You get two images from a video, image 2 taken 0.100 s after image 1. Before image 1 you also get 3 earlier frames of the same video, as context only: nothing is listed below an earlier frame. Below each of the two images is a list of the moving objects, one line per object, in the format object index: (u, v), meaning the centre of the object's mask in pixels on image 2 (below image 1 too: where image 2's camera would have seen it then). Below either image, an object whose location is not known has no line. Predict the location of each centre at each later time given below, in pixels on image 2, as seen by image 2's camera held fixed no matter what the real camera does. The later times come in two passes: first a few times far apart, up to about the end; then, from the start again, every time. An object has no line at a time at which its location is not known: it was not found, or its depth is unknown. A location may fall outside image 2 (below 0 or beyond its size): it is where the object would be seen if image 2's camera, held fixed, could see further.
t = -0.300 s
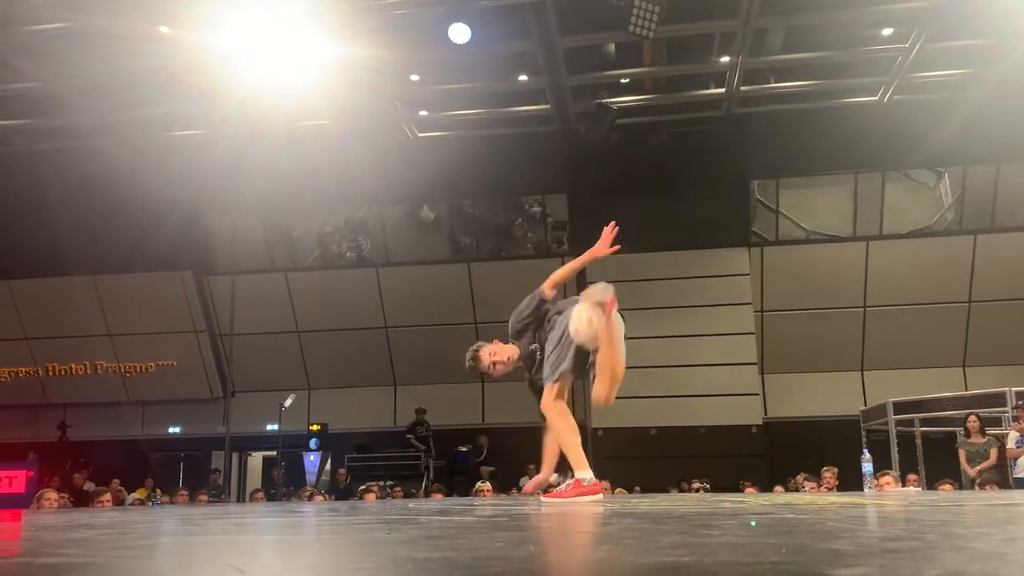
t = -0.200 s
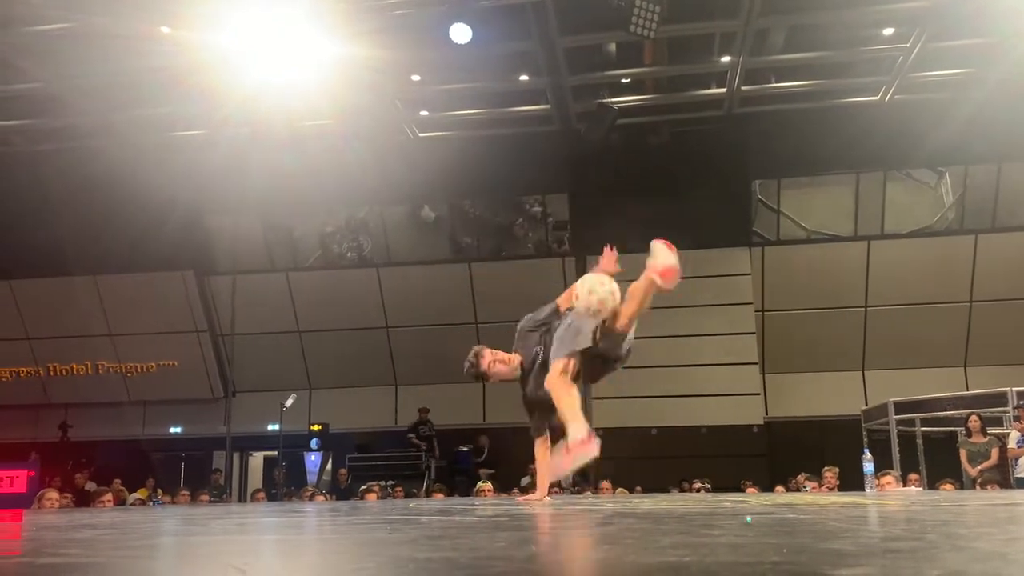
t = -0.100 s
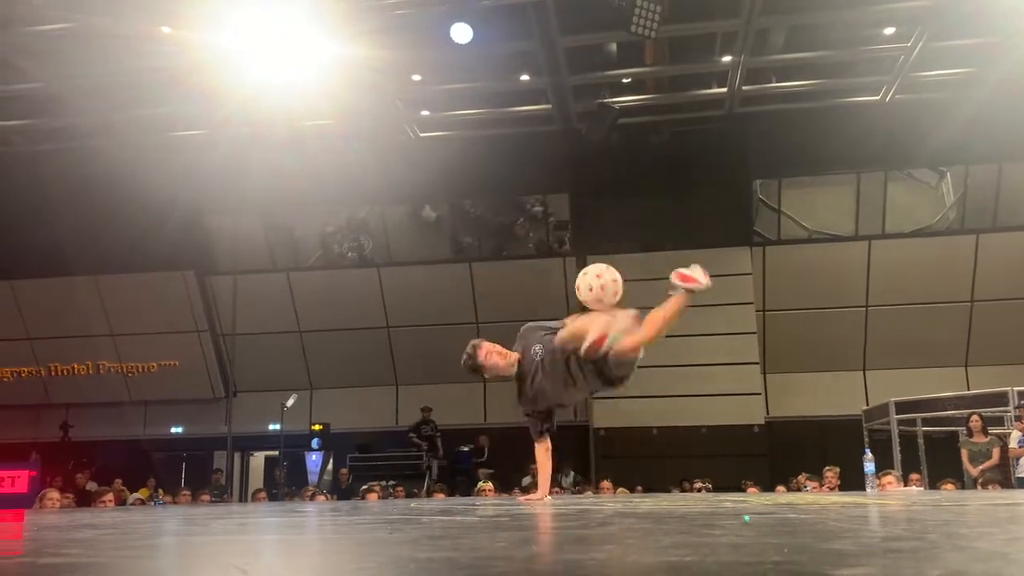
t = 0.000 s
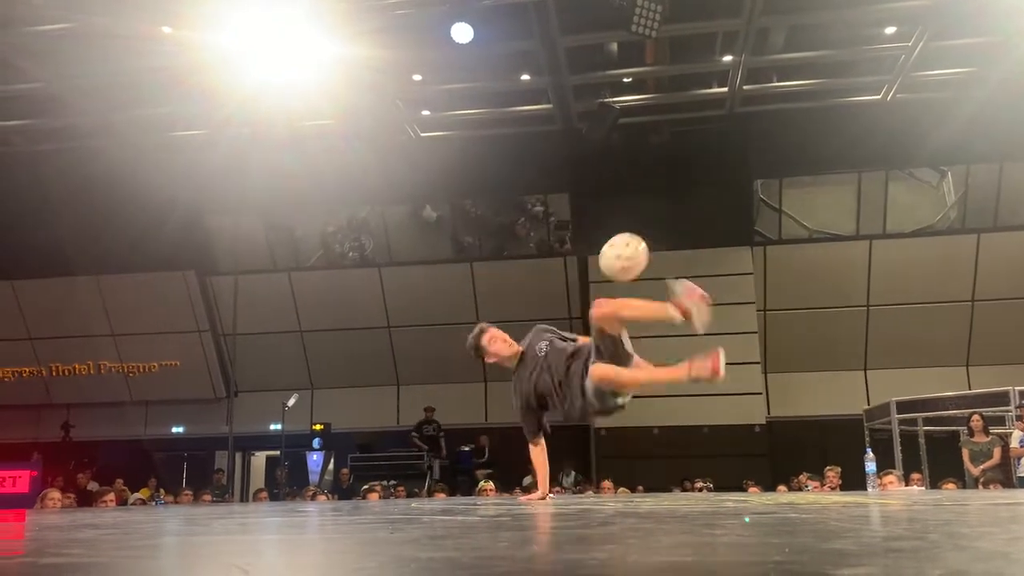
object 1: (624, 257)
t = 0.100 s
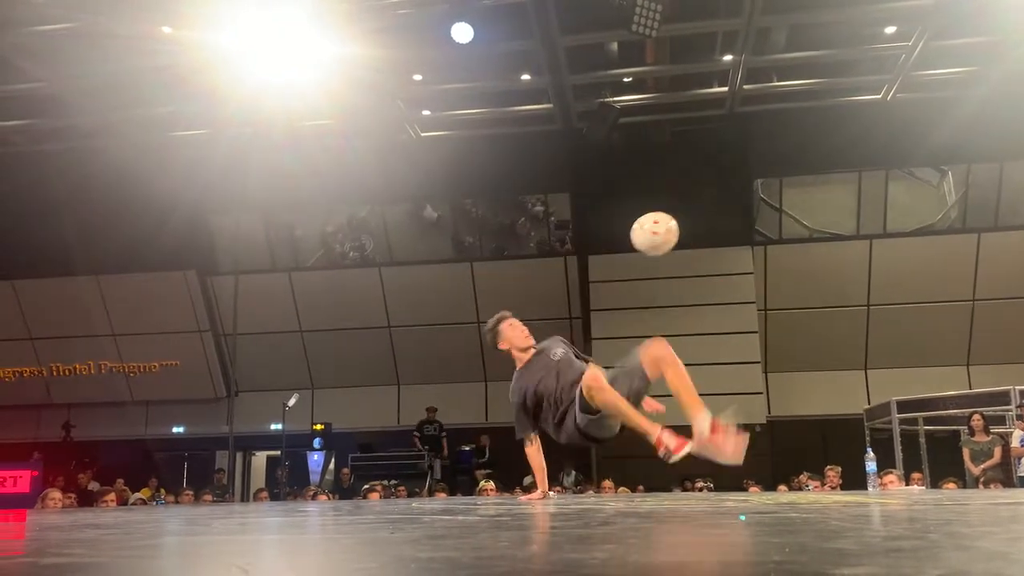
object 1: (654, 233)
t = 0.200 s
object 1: (683, 230)
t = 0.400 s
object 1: (741, 276)
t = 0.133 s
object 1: (664, 230)
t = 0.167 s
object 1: (674, 229)
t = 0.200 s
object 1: (683, 230)
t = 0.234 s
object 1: (693, 233)
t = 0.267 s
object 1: (703, 238)
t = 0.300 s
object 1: (712, 245)
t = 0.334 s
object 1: (721, 253)
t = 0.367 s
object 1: (731, 264)
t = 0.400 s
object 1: (741, 276)
